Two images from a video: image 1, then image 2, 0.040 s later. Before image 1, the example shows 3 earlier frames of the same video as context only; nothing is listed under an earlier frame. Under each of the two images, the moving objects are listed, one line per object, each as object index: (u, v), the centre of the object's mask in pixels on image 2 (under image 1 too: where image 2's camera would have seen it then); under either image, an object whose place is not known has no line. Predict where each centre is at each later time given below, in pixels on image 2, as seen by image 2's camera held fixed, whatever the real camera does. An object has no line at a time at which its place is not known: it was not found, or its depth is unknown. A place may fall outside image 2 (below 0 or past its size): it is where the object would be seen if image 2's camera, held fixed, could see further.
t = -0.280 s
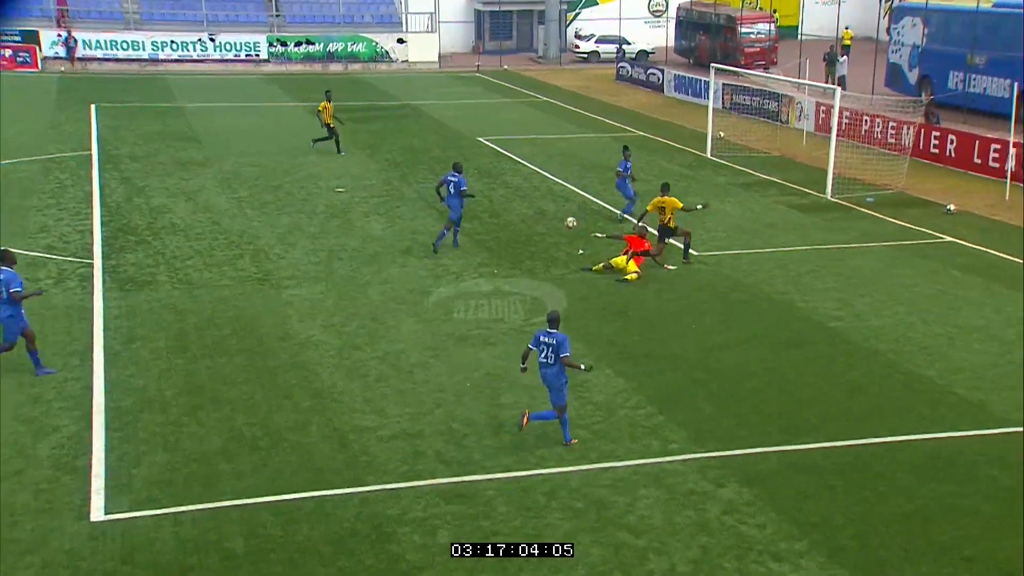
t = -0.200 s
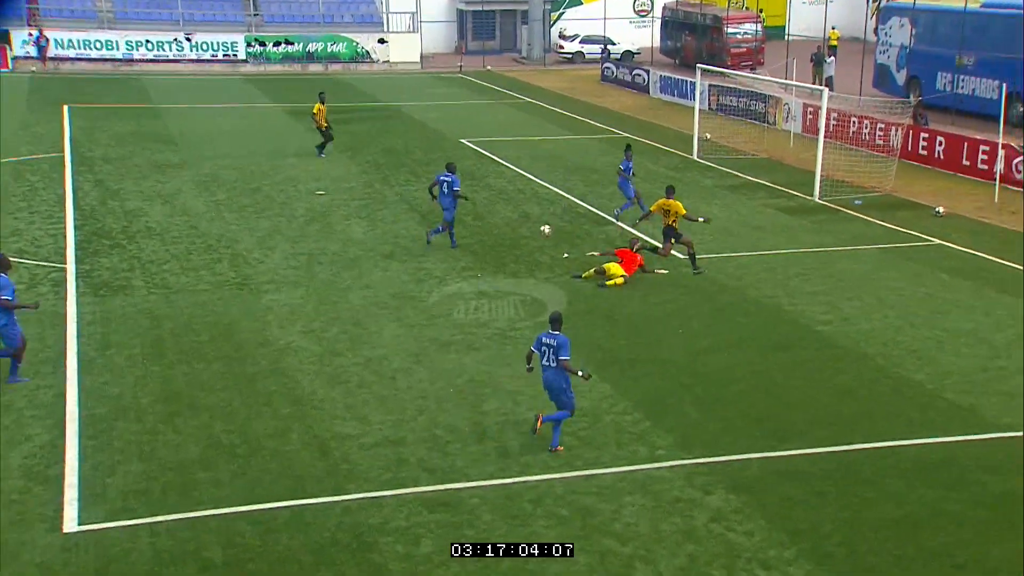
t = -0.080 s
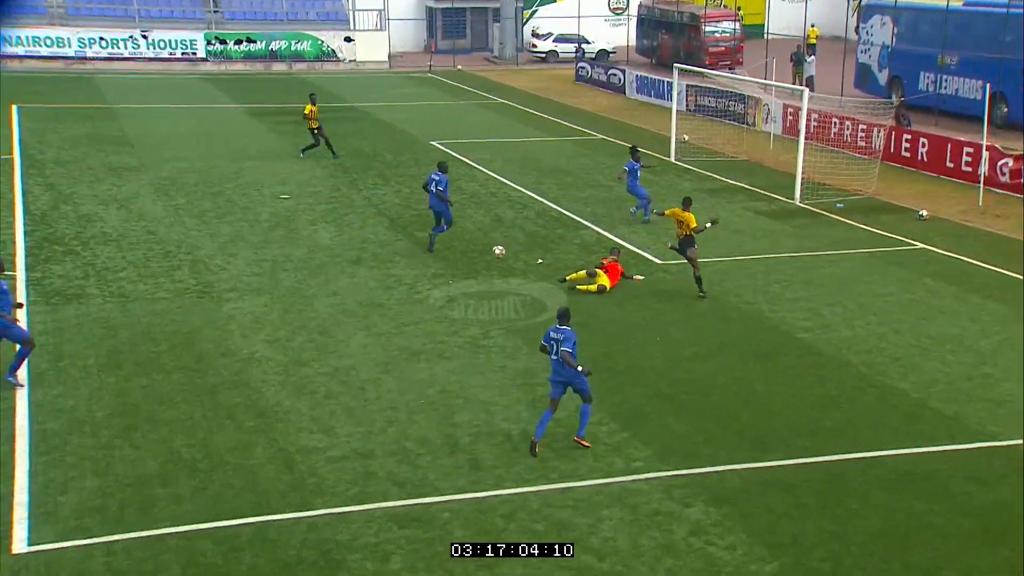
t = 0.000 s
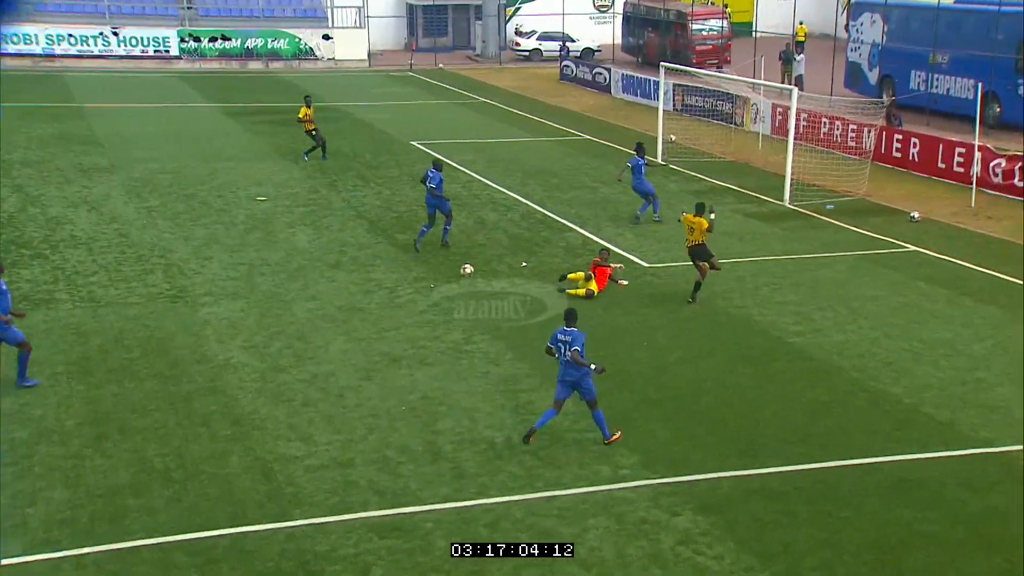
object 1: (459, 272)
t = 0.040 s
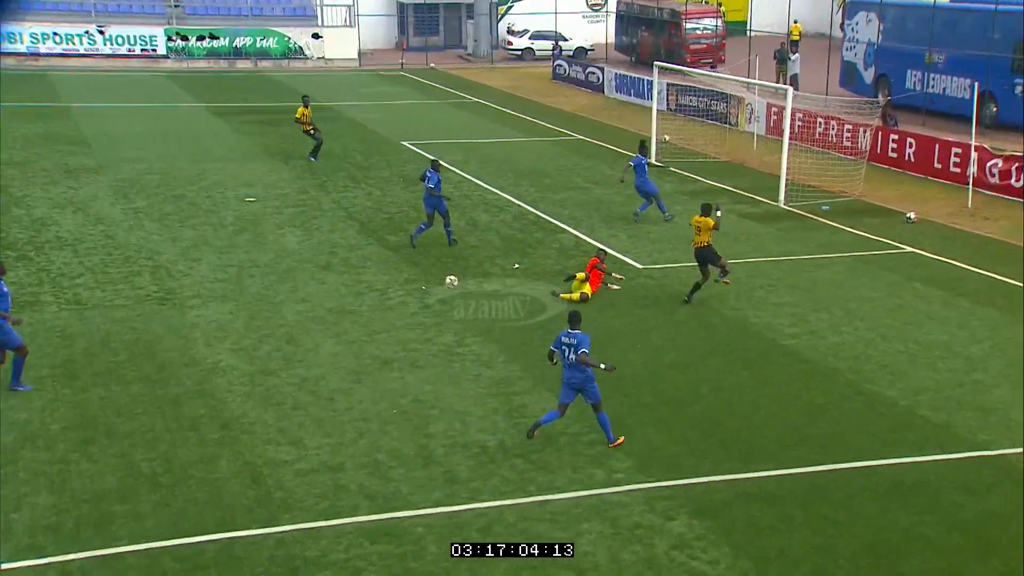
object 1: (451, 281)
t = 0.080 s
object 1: (443, 292)
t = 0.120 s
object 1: (435, 304)
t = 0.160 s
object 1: (432, 305)
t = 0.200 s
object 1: (427, 302)
